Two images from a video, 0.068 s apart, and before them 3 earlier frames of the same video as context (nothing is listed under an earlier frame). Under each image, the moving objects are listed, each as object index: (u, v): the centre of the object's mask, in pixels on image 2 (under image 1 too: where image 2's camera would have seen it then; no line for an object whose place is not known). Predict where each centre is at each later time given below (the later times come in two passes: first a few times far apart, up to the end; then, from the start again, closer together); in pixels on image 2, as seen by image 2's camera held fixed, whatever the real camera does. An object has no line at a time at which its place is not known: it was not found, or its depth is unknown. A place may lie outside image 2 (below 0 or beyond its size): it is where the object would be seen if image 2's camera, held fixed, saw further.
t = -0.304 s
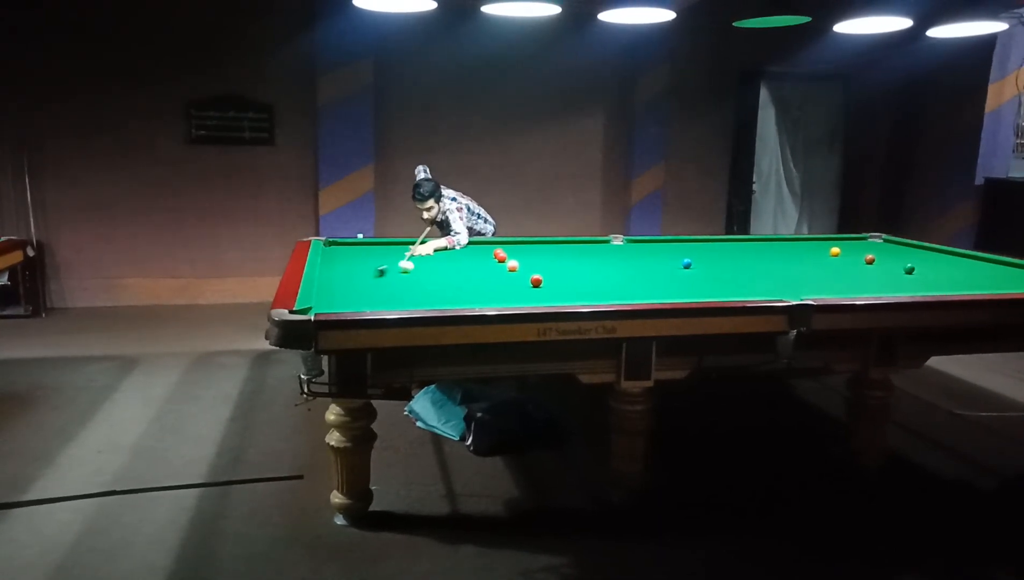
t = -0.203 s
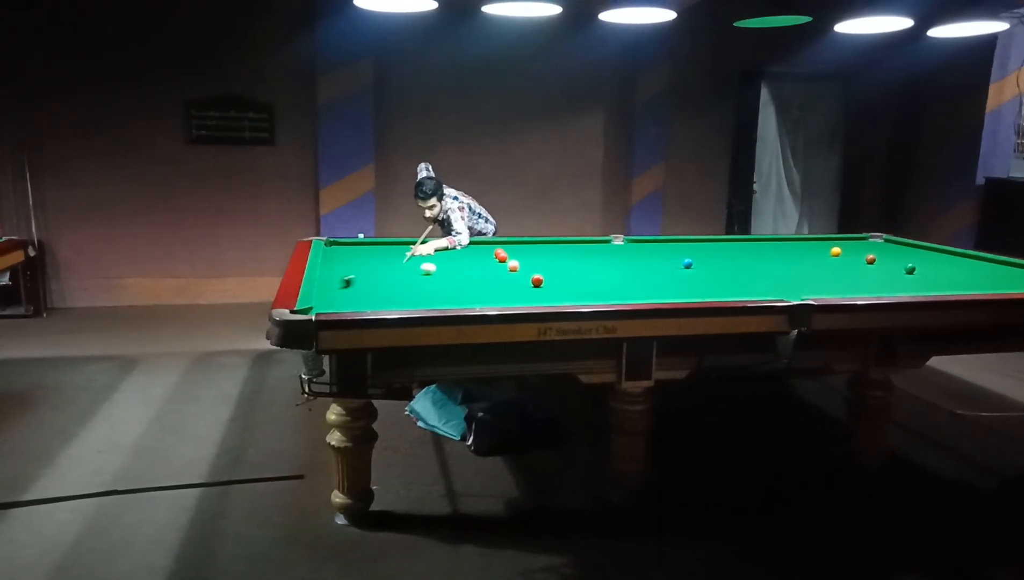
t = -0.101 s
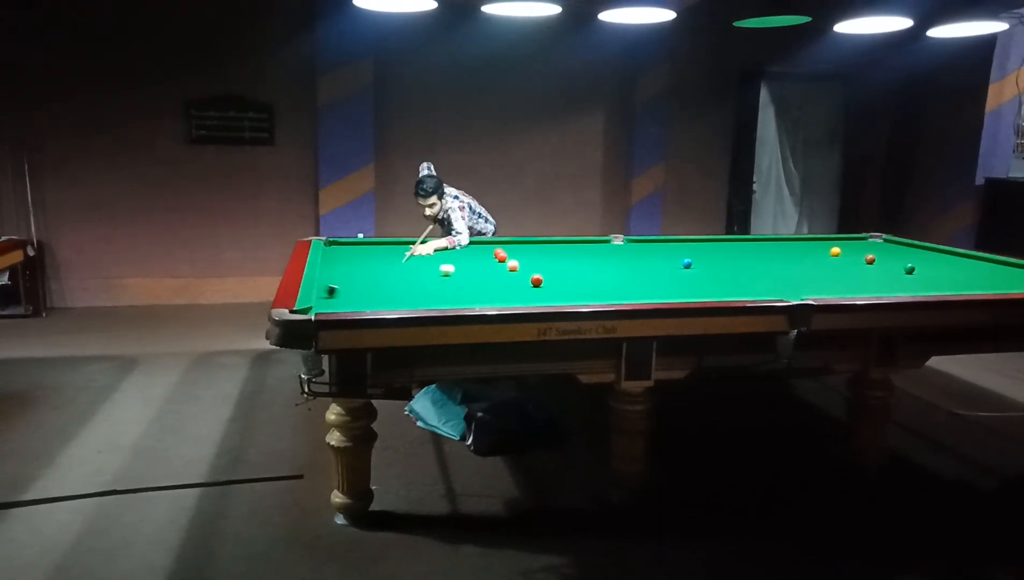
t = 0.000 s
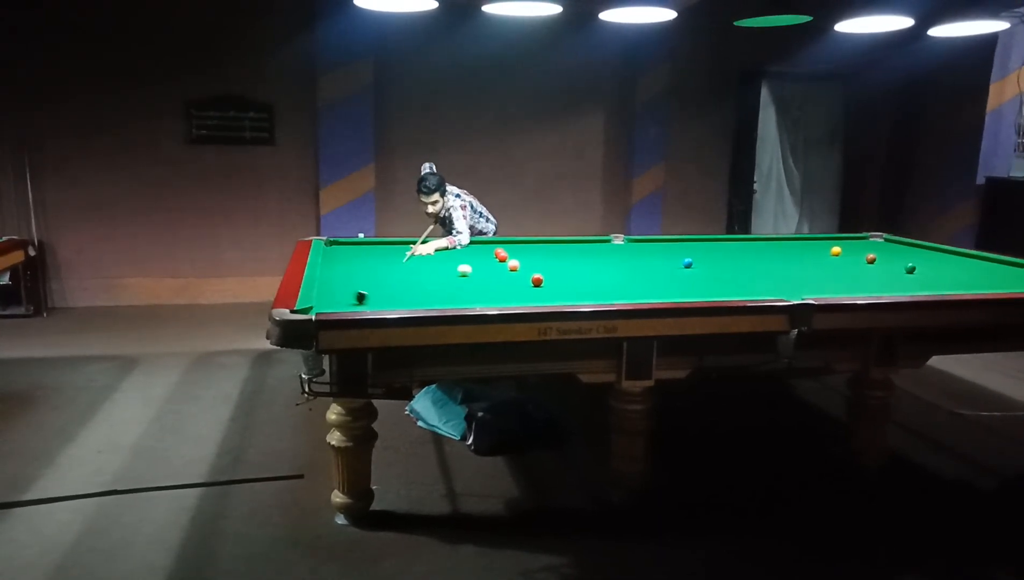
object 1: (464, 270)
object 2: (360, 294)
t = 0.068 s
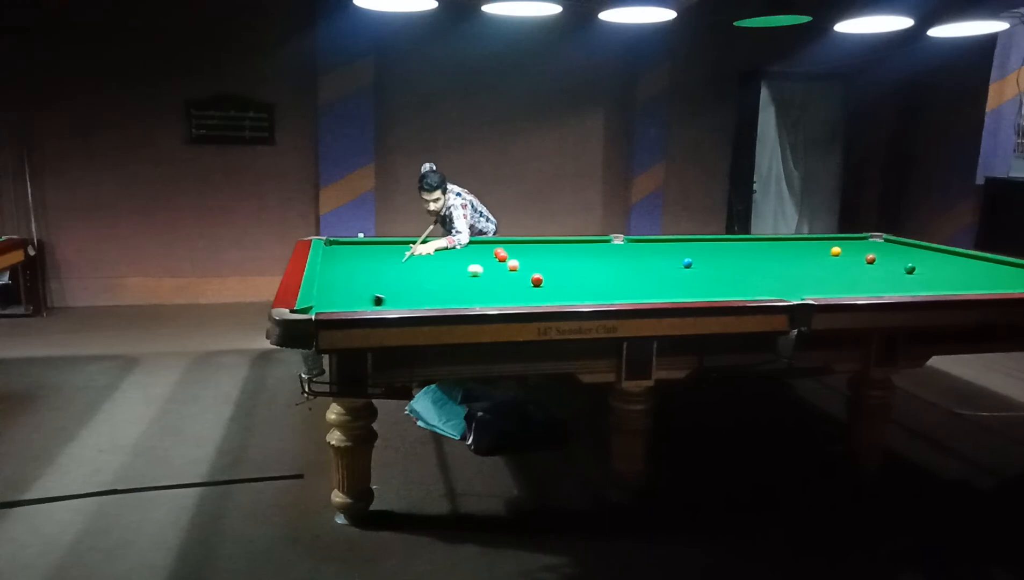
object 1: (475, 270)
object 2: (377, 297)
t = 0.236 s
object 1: (501, 271)
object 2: (424, 299)
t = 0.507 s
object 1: (542, 270)
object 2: (486, 289)
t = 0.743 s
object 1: (575, 272)
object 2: (528, 282)
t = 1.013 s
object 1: (612, 272)
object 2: (535, 279)
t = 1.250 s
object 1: (642, 273)
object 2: (542, 276)
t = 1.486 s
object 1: (670, 273)
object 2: (548, 274)
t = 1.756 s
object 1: (700, 274)
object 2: (554, 272)
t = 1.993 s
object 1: (723, 274)
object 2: (559, 271)
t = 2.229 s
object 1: (746, 274)
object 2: (563, 269)
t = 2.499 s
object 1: (770, 275)
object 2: (566, 268)
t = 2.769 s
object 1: (792, 276)
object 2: (569, 268)
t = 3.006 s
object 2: (570, 264)
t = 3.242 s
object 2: (573, 266)
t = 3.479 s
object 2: (573, 266)
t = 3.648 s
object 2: (574, 266)
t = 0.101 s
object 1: (480, 270)
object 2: (387, 300)
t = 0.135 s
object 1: (486, 270)
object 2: (396, 301)
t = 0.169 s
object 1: (491, 271)
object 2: (406, 301)
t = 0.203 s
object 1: (496, 271)
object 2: (415, 300)
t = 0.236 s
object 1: (501, 271)
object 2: (424, 299)
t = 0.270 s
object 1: (506, 271)
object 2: (433, 298)
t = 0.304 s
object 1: (512, 271)
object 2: (441, 297)
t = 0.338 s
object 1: (517, 271)
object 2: (449, 296)
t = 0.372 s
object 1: (522, 271)
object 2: (457, 295)
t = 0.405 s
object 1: (527, 271)
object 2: (465, 294)
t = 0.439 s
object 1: (531, 270)
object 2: (472, 292)
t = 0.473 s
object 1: (537, 270)
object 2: (479, 291)
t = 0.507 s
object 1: (542, 270)
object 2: (486, 289)
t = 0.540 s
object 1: (547, 271)
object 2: (493, 288)
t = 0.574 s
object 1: (552, 271)
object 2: (500, 287)
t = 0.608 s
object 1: (556, 271)
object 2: (506, 286)
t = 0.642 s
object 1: (561, 272)
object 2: (512, 285)
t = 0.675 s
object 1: (566, 272)
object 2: (519, 284)
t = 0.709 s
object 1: (571, 271)
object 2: (525, 282)
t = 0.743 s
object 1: (575, 272)
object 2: (528, 282)
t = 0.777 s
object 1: (580, 272)
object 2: (528, 282)
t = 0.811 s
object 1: (585, 272)
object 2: (529, 281)
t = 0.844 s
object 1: (589, 272)
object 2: (529, 281)
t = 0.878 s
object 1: (594, 272)
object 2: (530, 281)
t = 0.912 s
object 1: (598, 272)
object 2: (532, 280)
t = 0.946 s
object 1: (603, 272)
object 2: (533, 279)
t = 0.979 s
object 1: (607, 272)
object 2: (534, 279)
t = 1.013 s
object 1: (612, 272)
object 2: (535, 279)
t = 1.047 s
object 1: (616, 273)
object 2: (536, 278)
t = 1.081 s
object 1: (620, 273)
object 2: (537, 278)
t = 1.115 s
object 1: (625, 272)
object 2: (538, 278)
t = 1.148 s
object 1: (629, 273)
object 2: (539, 277)
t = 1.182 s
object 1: (633, 272)
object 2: (540, 277)
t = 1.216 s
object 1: (637, 273)
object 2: (541, 277)
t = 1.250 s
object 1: (642, 273)
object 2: (542, 276)
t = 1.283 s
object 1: (646, 273)
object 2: (543, 276)
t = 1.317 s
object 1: (649, 273)
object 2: (544, 276)
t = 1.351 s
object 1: (654, 273)
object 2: (544, 275)
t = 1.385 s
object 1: (658, 273)
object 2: (545, 275)
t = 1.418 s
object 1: (661, 273)
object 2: (546, 275)
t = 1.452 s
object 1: (666, 273)
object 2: (547, 274)
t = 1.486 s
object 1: (670, 273)
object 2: (548, 274)
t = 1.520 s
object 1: (674, 273)
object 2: (549, 274)
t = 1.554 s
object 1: (677, 274)
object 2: (550, 274)
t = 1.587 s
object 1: (681, 274)
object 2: (550, 273)
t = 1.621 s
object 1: (685, 274)
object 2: (551, 273)
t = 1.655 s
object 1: (689, 274)
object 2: (552, 273)
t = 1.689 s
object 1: (692, 274)
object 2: (553, 273)
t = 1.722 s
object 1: (696, 274)
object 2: (553, 272)
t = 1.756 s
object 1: (700, 274)
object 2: (554, 272)
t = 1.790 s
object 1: (703, 274)
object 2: (555, 272)
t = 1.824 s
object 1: (707, 274)
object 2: (556, 272)
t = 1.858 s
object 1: (711, 274)
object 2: (556, 271)
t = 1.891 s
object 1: (714, 274)
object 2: (557, 271)
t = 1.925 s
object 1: (717, 274)
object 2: (557, 271)
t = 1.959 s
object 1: (720, 274)
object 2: (558, 271)
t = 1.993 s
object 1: (723, 274)
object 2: (559, 271)
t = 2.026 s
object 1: (727, 274)
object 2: (559, 270)
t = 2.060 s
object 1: (730, 274)
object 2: (560, 270)
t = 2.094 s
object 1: (734, 274)
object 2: (560, 270)
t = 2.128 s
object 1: (737, 275)
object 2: (561, 270)
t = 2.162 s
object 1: (740, 273)
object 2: (561, 270)
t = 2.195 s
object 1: (743, 273)
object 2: (562, 269)
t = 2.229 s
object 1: (746, 274)
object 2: (563, 269)
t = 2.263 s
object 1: (749, 275)
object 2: (563, 269)
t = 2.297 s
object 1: (752, 274)
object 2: (564, 269)
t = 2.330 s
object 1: (755, 274)
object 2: (564, 269)
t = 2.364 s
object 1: (758, 274)
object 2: (565, 269)
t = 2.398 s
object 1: (761, 274)
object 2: (565, 269)
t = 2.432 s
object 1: (764, 274)
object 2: (565, 268)
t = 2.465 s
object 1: (767, 275)
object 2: (566, 269)
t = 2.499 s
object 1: (770, 275)
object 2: (566, 268)
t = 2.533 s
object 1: (773, 274)
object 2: (567, 268)
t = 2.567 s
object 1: (776, 275)
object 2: (567, 268)
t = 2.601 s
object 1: (778, 275)
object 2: (568, 268)
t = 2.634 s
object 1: (781, 275)
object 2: (568, 268)
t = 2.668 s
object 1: (784, 275)
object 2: (569, 268)
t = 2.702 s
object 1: (786, 275)
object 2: (569, 268)
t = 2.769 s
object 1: (792, 276)
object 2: (569, 268)
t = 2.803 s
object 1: (794, 275)
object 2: (570, 267)
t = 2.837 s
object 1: (796, 274)
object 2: (569, 266)
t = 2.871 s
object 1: (799, 270)
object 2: (571, 264)
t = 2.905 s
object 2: (571, 266)
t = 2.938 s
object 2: (571, 267)
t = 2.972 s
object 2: (572, 267)
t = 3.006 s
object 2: (570, 264)
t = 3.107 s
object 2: (572, 266)
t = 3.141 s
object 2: (572, 266)
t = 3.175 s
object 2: (573, 267)
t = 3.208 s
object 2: (573, 266)
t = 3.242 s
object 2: (573, 266)
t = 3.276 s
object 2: (573, 266)
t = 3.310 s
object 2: (573, 266)
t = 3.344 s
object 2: (573, 266)
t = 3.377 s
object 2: (573, 266)
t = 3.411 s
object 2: (573, 266)
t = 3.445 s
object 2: (574, 266)
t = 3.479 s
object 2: (573, 266)
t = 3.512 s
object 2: (574, 266)
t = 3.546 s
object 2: (574, 266)
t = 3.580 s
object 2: (574, 266)
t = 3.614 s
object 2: (574, 266)
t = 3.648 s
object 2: (574, 266)
